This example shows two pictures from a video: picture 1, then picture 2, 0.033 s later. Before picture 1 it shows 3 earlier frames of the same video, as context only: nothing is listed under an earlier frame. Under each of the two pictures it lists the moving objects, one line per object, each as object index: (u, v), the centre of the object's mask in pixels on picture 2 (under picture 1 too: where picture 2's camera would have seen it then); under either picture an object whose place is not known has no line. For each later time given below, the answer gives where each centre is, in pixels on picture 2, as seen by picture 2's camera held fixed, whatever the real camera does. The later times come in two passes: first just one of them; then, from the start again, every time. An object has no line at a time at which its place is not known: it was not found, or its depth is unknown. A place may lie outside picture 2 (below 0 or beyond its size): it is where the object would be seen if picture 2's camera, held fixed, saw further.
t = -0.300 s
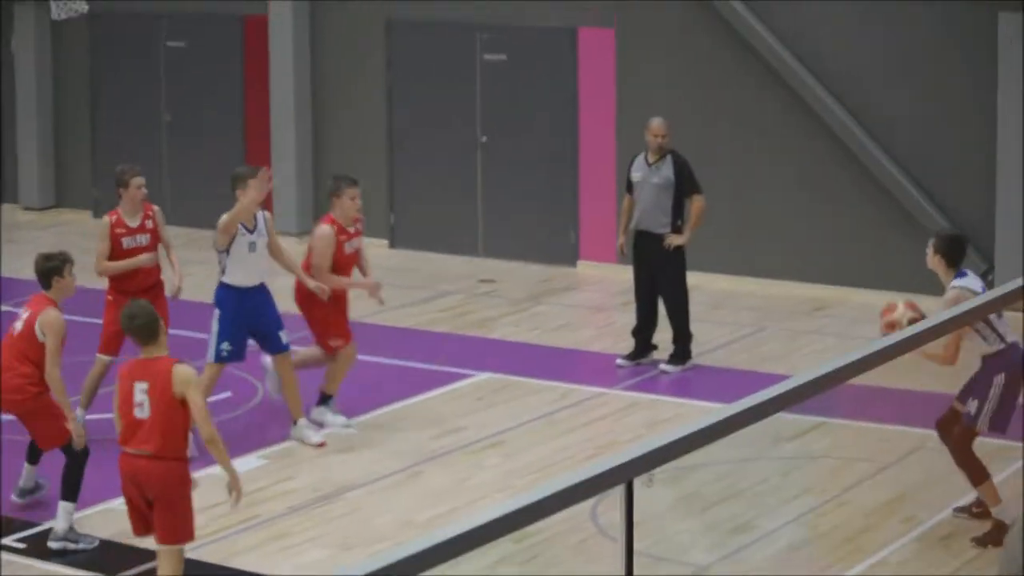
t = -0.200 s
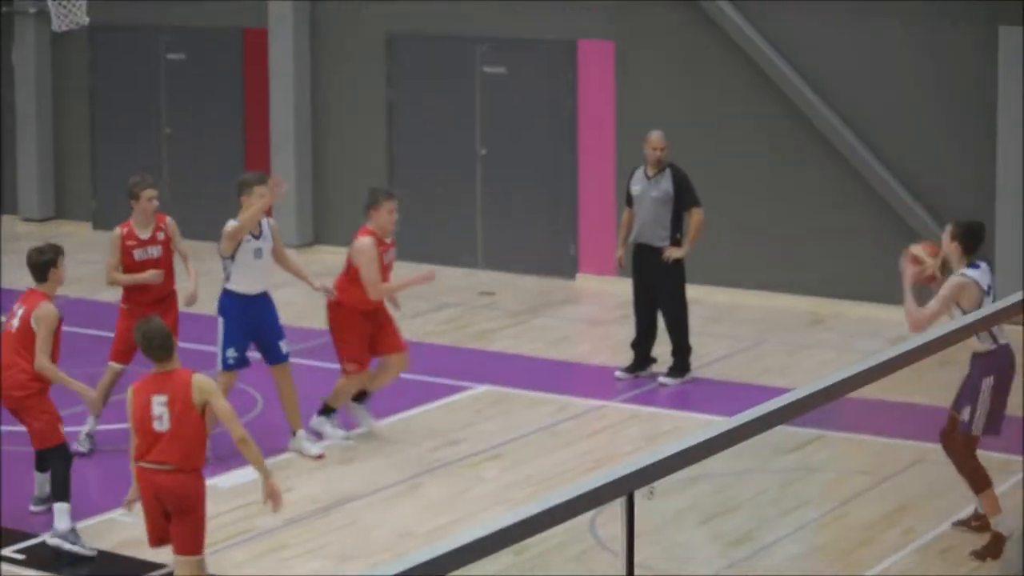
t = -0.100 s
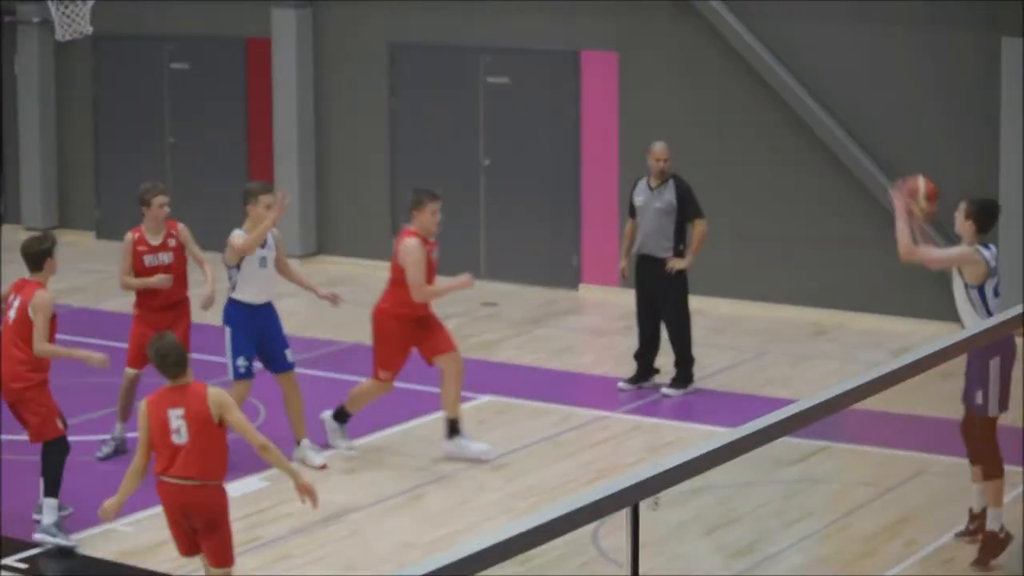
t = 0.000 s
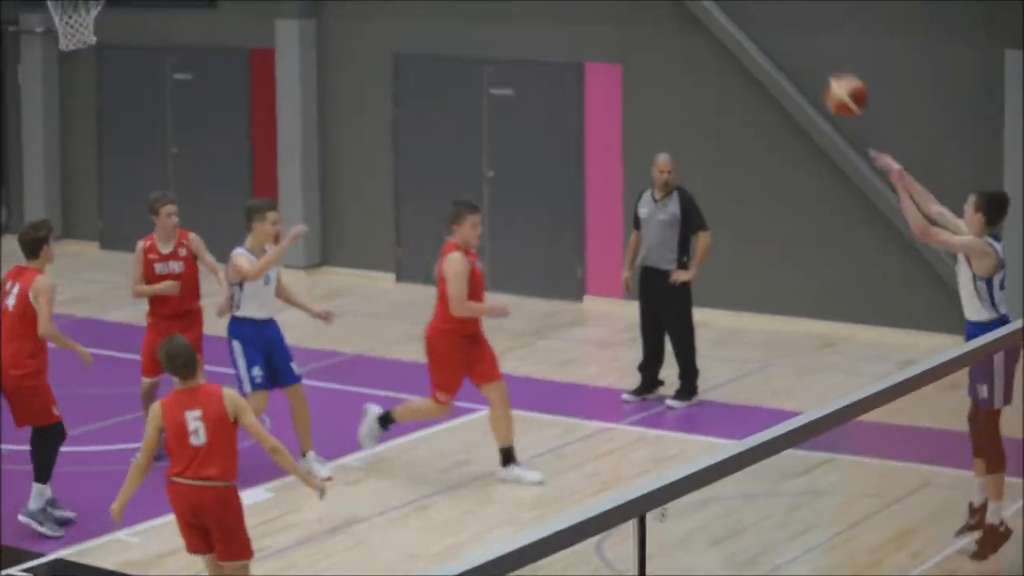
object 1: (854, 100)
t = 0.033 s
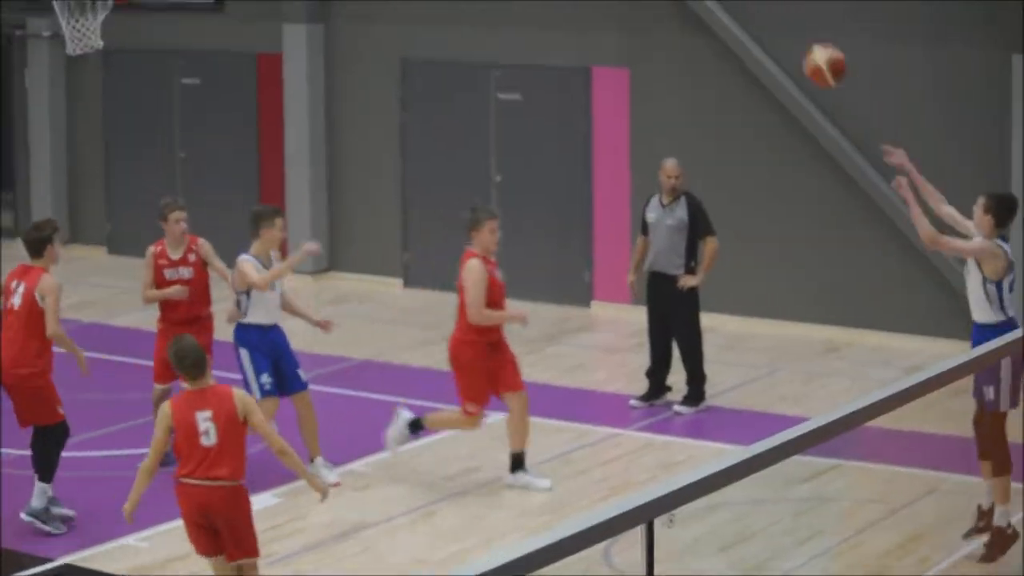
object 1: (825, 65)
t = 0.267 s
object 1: (634, -119)
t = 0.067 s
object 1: (796, 31)
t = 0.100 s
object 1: (768, 0)
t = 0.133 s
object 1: (738, -24)
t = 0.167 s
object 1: (712, -49)
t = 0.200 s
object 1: (685, -73)
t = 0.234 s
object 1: (658, -96)
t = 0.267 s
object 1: (634, -119)
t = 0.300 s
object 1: (609, -141)
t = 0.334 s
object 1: (584, -160)
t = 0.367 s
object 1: (557, -173)
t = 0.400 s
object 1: (532, -185)
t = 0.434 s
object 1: (509, -194)
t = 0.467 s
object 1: (485, -200)
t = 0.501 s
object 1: (463, -205)
